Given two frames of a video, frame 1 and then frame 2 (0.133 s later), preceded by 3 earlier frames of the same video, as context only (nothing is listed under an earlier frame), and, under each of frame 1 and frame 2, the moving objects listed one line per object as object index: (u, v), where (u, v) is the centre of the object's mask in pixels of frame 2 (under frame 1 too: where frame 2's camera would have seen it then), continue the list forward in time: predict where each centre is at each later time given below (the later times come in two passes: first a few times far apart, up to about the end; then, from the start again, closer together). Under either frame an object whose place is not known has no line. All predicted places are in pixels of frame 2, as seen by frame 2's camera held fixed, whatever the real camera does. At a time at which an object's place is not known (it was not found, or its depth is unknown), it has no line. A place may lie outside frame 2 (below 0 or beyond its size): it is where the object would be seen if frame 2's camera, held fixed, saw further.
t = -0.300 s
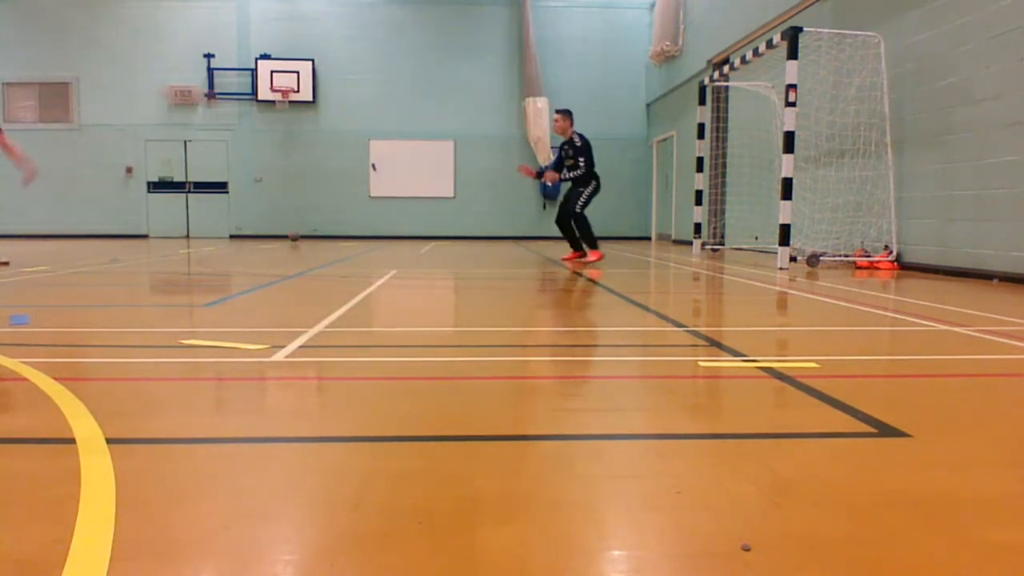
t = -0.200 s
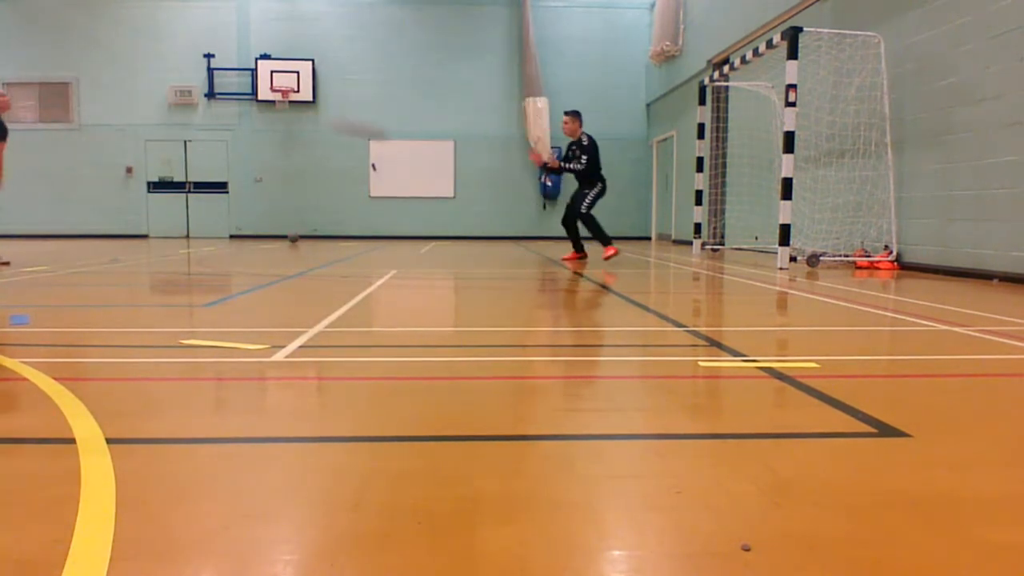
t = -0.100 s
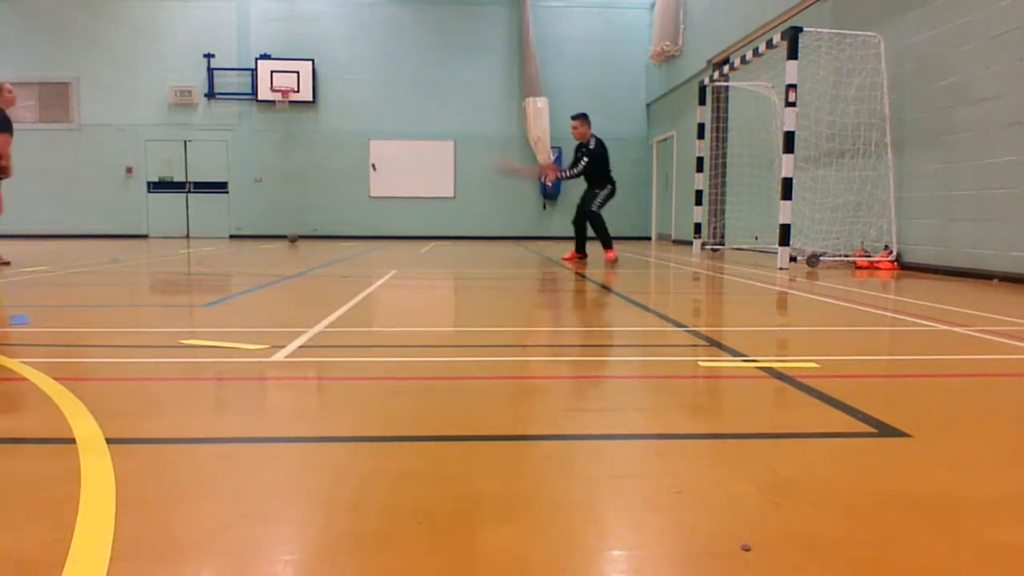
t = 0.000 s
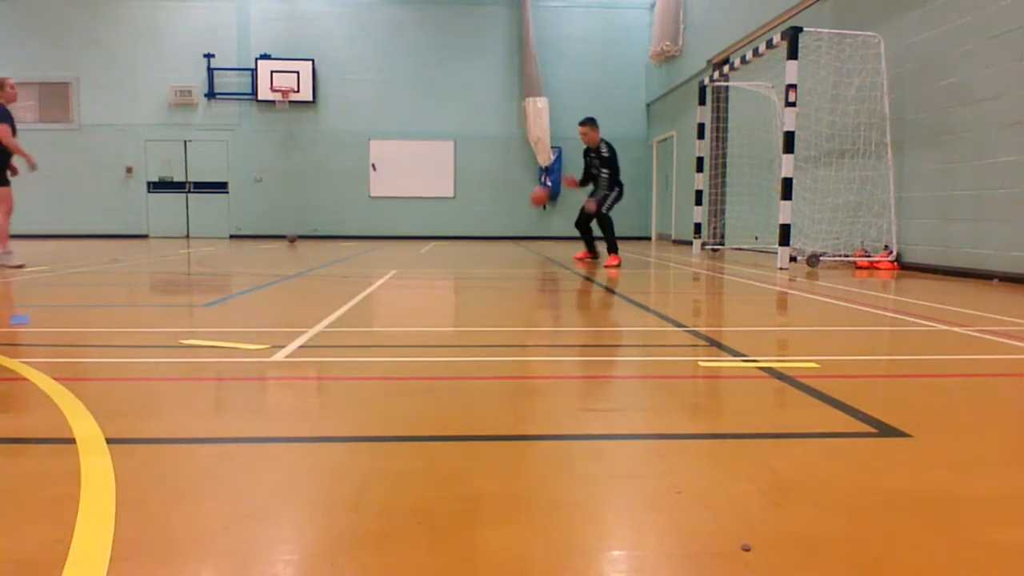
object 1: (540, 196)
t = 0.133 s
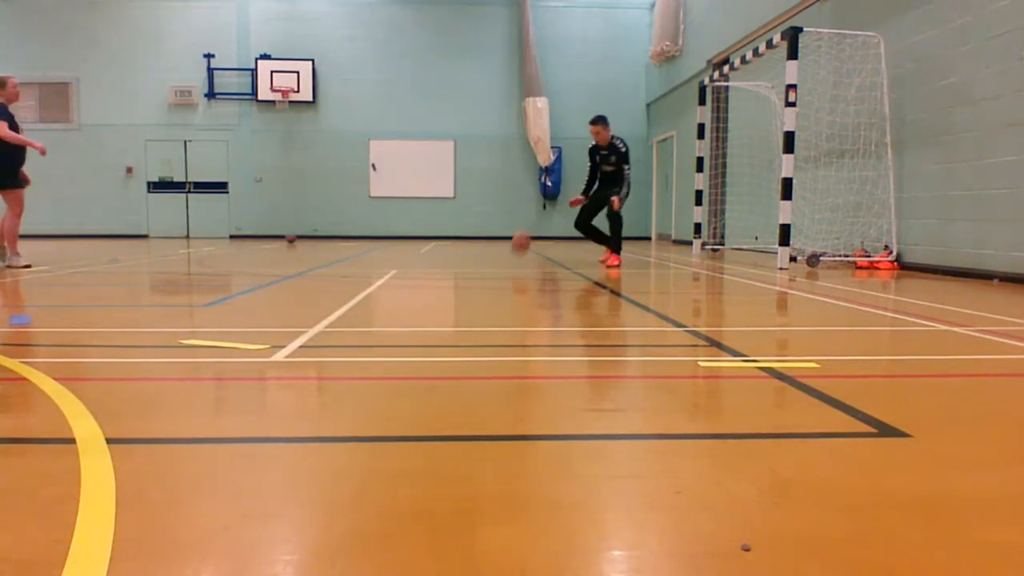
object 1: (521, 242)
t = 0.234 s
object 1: (514, 242)
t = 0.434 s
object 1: (506, 206)
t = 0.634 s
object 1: (499, 215)
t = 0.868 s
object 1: (489, 248)
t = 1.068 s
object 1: (480, 225)
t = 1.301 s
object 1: (469, 261)
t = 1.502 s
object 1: (457, 242)
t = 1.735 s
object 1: (444, 262)
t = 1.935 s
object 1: (430, 258)
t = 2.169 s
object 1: (414, 261)
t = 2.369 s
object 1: (399, 265)
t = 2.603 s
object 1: (381, 271)
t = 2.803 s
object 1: (365, 276)
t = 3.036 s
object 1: (344, 279)
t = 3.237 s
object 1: (325, 281)
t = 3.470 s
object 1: (302, 283)
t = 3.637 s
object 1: (284, 285)
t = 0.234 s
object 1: (514, 242)
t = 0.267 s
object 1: (513, 233)
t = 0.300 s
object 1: (512, 224)
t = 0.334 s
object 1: (510, 218)
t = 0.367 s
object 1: (509, 213)
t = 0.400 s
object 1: (507, 209)
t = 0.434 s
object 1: (506, 206)
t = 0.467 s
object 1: (505, 204)
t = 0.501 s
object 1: (504, 203)
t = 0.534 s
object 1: (503, 204)
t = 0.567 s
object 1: (501, 207)
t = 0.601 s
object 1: (500, 210)
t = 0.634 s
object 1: (499, 215)
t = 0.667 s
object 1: (497, 221)
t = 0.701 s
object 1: (496, 229)
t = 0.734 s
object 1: (495, 237)
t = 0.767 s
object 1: (494, 247)
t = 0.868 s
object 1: (489, 248)
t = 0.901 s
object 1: (488, 241)
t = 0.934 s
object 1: (486, 235)
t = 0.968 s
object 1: (485, 231)
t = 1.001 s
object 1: (483, 228)
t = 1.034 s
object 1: (481, 226)
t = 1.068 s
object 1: (480, 225)
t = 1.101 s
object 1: (479, 226)
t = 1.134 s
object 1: (477, 229)
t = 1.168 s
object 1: (475, 233)
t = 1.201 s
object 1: (474, 238)
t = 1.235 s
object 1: (472, 244)
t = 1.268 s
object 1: (470, 252)
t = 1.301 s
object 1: (469, 261)
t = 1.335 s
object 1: (466, 261)
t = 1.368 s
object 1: (465, 255)
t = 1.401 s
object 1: (463, 248)
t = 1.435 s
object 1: (460, 245)
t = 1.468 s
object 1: (459, 243)
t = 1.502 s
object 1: (457, 242)
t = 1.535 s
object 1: (456, 242)
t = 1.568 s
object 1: (454, 244)
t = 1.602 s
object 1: (452, 248)
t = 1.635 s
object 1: (450, 254)
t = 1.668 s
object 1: (448, 259)
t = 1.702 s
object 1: (446, 268)
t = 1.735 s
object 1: (444, 262)
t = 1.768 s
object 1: (441, 258)
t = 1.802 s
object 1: (439, 255)
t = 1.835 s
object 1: (437, 253)
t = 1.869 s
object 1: (435, 254)
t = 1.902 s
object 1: (433, 255)
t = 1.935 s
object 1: (430, 258)
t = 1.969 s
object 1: (428, 262)
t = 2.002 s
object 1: (426, 269)
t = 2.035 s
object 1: (423, 266)
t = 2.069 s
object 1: (421, 262)
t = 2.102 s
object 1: (419, 261)
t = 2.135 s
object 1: (416, 260)
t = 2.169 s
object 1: (414, 261)
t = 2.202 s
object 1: (411, 263)
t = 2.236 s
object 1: (409, 267)
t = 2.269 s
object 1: (406, 272)
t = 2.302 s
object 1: (404, 268)
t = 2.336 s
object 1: (401, 266)
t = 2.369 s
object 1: (399, 265)
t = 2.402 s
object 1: (397, 266)
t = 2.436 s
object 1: (394, 268)
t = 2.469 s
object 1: (391, 273)
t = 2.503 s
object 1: (388, 272)
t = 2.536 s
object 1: (386, 270)
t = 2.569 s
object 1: (383, 270)
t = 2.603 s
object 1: (381, 271)
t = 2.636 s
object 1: (379, 274)
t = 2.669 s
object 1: (376, 274)
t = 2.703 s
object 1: (373, 273)
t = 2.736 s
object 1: (371, 273)
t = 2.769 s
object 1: (368, 275)
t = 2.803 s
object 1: (365, 276)
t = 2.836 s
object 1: (363, 275)
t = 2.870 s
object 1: (360, 276)
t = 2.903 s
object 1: (357, 277)
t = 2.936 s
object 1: (353, 277)
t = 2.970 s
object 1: (350, 278)
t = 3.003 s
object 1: (347, 278)
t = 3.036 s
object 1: (344, 279)
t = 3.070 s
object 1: (341, 279)
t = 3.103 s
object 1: (338, 279)
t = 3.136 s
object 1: (335, 279)
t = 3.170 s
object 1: (332, 280)
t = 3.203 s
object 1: (329, 280)
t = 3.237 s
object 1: (325, 281)
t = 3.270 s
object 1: (322, 281)
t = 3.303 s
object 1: (319, 282)
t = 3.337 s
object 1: (316, 282)
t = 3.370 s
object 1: (312, 282)
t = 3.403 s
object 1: (309, 282)
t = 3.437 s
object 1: (306, 283)
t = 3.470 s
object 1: (302, 283)
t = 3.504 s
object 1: (299, 283)
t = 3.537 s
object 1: (295, 284)
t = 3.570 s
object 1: (292, 285)
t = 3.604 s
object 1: (288, 285)
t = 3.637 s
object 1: (284, 285)
